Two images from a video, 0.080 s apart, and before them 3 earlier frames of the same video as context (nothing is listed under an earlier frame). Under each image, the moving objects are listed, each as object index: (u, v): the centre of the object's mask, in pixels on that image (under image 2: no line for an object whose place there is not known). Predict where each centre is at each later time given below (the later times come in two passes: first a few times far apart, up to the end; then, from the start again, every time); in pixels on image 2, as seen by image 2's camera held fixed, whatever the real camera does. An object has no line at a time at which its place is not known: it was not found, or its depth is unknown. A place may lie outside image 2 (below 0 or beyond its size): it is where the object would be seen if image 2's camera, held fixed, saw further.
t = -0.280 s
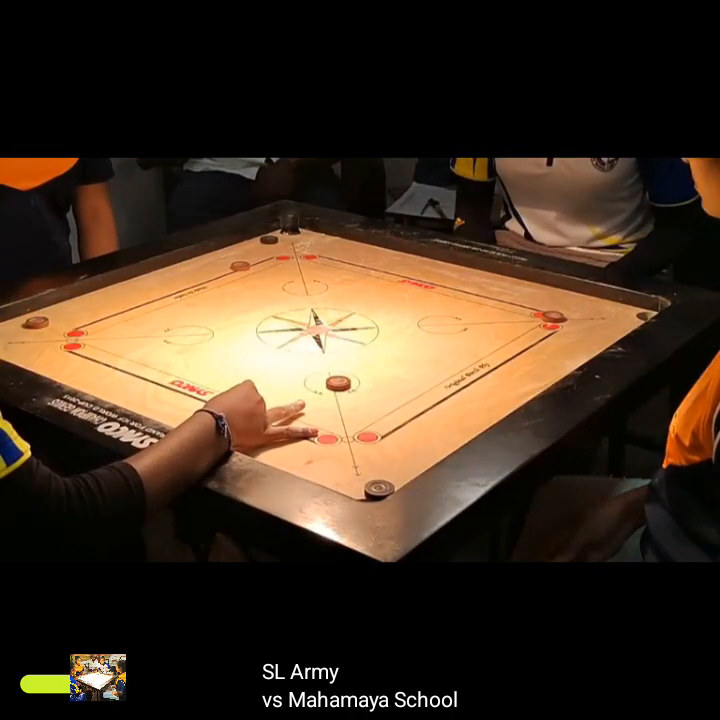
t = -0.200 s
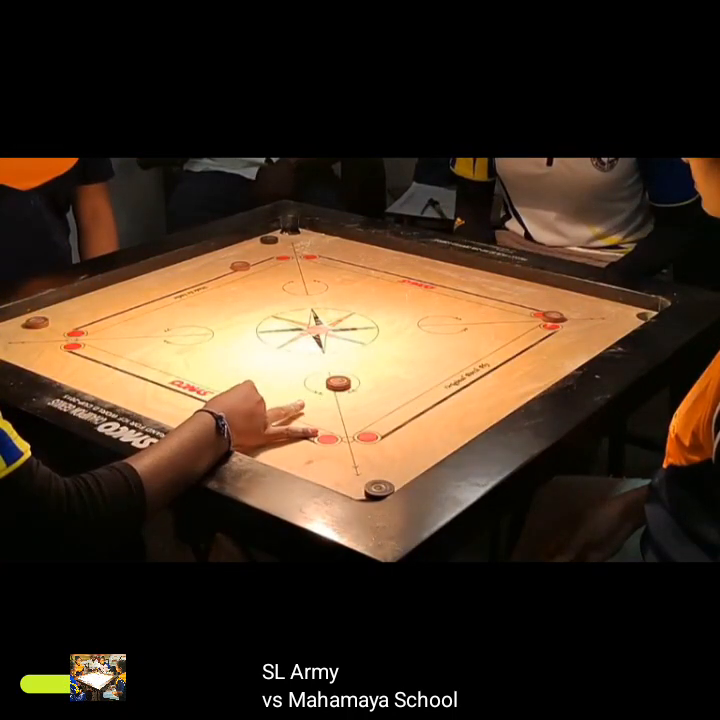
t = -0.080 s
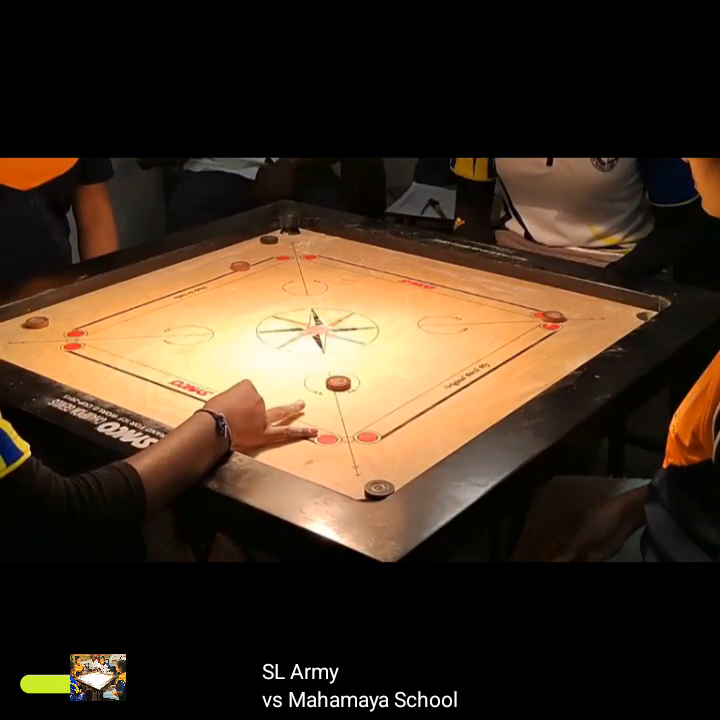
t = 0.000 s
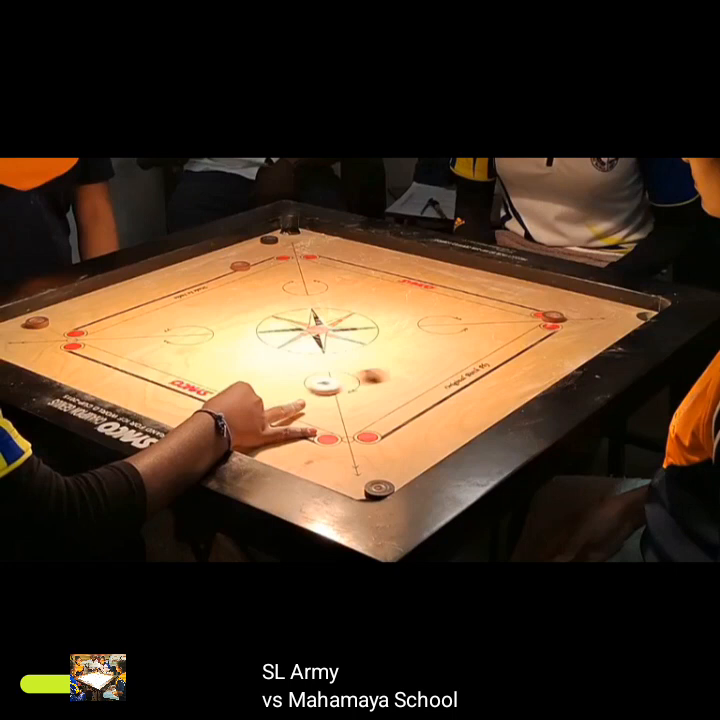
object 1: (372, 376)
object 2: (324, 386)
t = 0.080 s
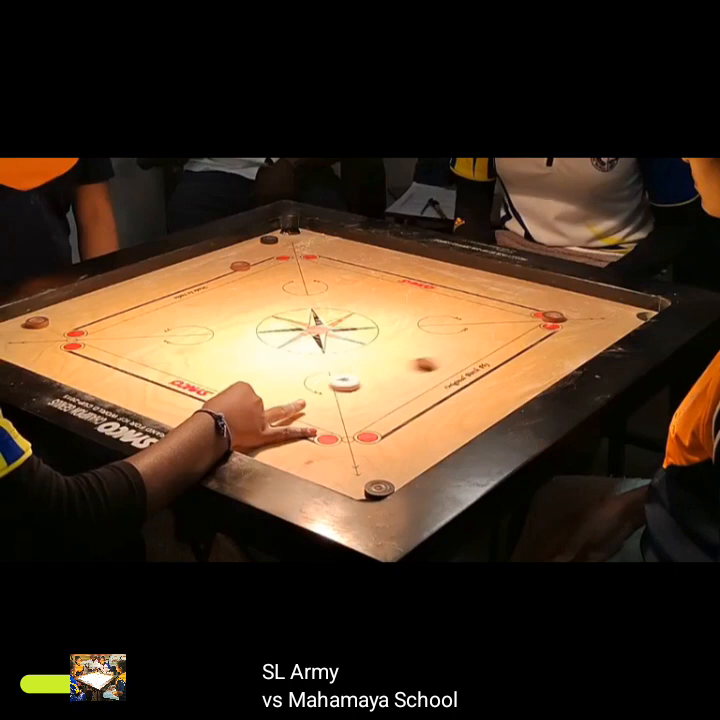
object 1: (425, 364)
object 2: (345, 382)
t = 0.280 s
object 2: (377, 376)
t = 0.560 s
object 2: (389, 374)
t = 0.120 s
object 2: (353, 381)
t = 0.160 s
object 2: (361, 379)
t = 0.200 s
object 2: (367, 377)
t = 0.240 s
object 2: (372, 377)
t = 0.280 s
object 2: (377, 376)
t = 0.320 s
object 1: (570, 333)
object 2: (384, 375)
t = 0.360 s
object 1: (585, 329)
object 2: (387, 374)
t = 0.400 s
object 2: (388, 374)
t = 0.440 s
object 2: (389, 374)
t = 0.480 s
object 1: (637, 317)
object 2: (389, 374)
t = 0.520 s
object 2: (389, 374)
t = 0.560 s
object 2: (389, 374)
